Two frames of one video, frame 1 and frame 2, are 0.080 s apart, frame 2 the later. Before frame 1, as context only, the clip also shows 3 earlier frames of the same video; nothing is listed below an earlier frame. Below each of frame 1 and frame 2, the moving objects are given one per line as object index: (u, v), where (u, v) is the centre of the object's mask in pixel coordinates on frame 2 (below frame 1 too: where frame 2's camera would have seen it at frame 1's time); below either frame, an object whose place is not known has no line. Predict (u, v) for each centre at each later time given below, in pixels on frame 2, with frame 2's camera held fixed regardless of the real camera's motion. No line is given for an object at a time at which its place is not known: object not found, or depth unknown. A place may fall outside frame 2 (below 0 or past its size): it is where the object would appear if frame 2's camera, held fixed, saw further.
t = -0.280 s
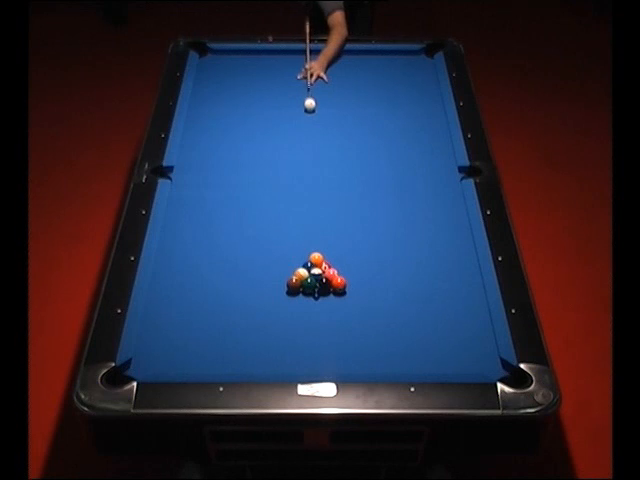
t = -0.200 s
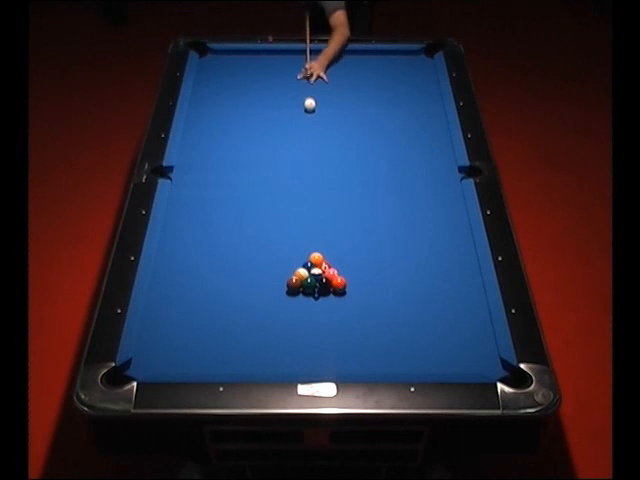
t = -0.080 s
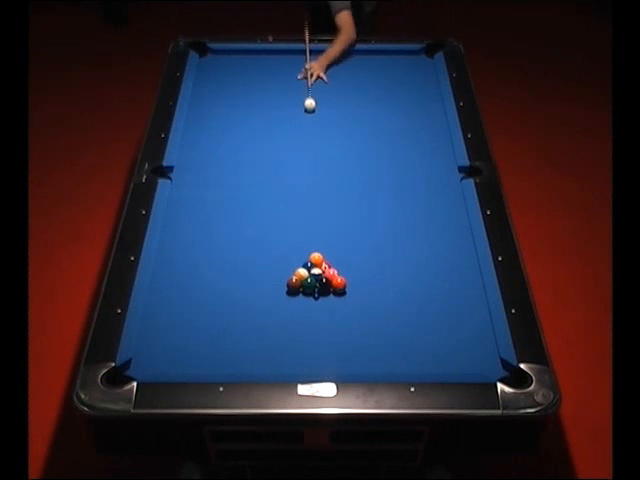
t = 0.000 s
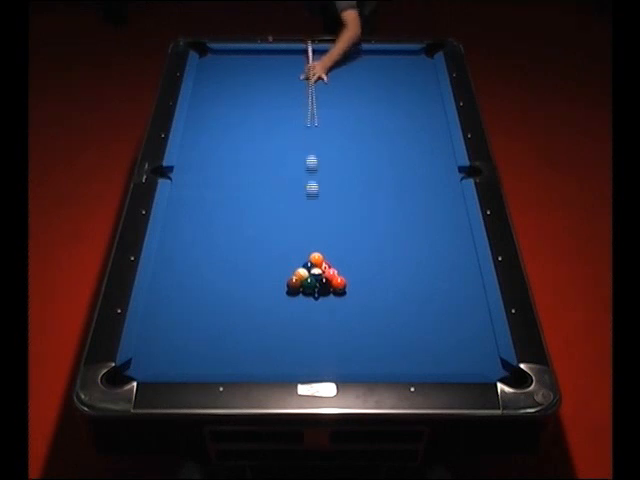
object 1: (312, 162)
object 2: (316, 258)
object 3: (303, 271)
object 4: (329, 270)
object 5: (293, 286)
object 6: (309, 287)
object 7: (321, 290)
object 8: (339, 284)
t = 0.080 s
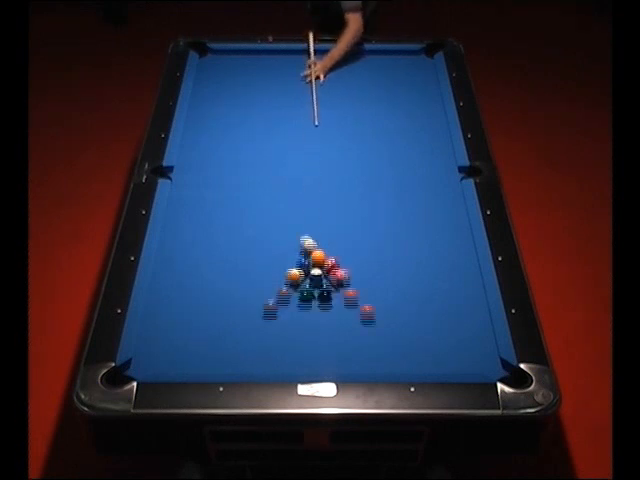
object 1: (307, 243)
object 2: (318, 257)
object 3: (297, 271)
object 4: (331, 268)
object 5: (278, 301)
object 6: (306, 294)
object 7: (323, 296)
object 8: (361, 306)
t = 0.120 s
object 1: (298, 238)
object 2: (320, 255)
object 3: (284, 276)
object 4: (340, 261)
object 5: (244, 337)
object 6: (301, 309)
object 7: (325, 311)
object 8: (402, 348)
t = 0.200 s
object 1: (280, 224)
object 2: (325, 248)
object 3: (267, 275)
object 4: (356, 252)
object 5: (199, 357)
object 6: (293, 340)
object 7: (328, 340)
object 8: (442, 341)
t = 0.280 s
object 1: (265, 212)
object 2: (329, 244)
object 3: (252, 275)
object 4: (370, 244)
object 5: (179, 316)
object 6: (284, 365)
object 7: (331, 365)
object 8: (462, 297)
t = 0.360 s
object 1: (252, 201)
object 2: (333, 239)
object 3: (236, 276)
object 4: (383, 236)
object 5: (160, 281)
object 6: (281, 350)
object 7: (332, 352)
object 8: (464, 256)
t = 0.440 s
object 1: (240, 192)
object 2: (336, 234)
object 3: (221, 276)
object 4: (396, 229)
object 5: (175, 252)
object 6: (278, 332)
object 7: (332, 334)
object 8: (439, 227)
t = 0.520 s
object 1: (229, 184)
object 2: (340, 230)
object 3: (206, 276)
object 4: (408, 221)
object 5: (196, 229)
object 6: (275, 319)
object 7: (333, 319)
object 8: (415, 200)
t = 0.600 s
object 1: (218, 176)
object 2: (343, 226)
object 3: (191, 276)
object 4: (420, 214)
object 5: (212, 210)
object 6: (272, 304)
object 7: (334, 305)
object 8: (396, 177)
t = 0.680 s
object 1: (207, 168)
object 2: (347, 221)
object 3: (176, 277)
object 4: (432, 207)
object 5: (227, 192)
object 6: (270, 291)
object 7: (335, 292)
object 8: (381, 158)
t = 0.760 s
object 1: (197, 160)
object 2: (351, 217)
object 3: (161, 277)
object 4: (443, 201)
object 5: (241, 175)
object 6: (268, 279)
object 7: (335, 279)
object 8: (366, 138)
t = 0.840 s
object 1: (187, 153)
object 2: (354, 213)
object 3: (163, 276)
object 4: (455, 193)
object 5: (254, 160)
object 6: (265, 266)
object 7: (336, 266)
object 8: (351, 121)
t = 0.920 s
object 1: (189, 146)
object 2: (357, 209)
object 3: (172, 274)
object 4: (449, 188)
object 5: (266, 144)
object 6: (263, 255)
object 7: (337, 254)
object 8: (339, 106)
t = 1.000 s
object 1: (196, 141)
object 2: (360, 205)
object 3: (179, 273)
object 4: (442, 183)
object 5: (279, 130)
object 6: (261, 244)
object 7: (338, 243)
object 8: (326, 90)
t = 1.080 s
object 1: (202, 136)
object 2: (363, 202)
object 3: (187, 271)
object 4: (435, 178)
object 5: (289, 117)
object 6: (259, 233)
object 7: (339, 232)
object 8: (314, 76)
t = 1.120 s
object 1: (205, 134)
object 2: (365, 200)
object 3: (190, 270)
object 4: (432, 176)
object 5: (295, 110)
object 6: (258, 227)
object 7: (339, 227)
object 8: (309, 69)
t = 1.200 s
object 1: (212, 129)
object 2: (367, 196)
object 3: (198, 268)
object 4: (425, 171)
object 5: (305, 98)
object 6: (256, 218)
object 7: (339, 217)
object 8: (298, 55)
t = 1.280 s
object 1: (217, 124)
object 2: (370, 193)
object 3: (205, 267)
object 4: (419, 166)
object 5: (315, 86)
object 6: (254, 208)
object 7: (340, 207)
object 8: (283, 57)
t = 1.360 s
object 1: (223, 120)
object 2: (373, 190)
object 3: (211, 265)
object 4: (413, 162)
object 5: (324, 75)
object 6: (252, 198)
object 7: (341, 197)
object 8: (265, 68)
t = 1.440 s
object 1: (229, 115)
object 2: (376, 186)
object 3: (218, 263)
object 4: (407, 158)
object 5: (333, 64)
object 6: (251, 189)
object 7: (341, 188)
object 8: (248, 76)
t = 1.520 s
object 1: (234, 111)
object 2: (378, 183)
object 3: (224, 262)
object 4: (400, 153)
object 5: (342, 54)
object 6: (248, 180)
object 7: (342, 178)
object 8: (229, 85)
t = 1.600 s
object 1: (240, 107)
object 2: (381, 180)
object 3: (231, 260)
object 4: (395, 149)
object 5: (355, 58)
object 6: (247, 172)
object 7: (342, 170)
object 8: (210, 93)
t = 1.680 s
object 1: (245, 103)
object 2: (384, 177)
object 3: (236, 259)
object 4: (389, 145)
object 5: (369, 65)
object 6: (246, 164)
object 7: (343, 162)
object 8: (195, 100)
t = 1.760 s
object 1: (250, 98)
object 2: (386, 174)
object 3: (243, 258)
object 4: (384, 141)
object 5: (384, 72)
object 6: (244, 156)
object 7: (344, 154)
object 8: (206, 108)
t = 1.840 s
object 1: (255, 95)
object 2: (388, 171)
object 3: (248, 257)
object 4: (378, 137)
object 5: (398, 78)
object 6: (242, 148)
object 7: (344, 146)
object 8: (215, 116)
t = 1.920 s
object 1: (259, 91)
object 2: (391, 169)
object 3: (254, 256)
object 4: (373, 133)
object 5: (413, 84)
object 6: (241, 140)
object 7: (345, 139)
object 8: (223, 125)
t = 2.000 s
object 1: (264, 87)
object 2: (393, 166)
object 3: (259, 254)
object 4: (368, 130)
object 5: (427, 89)
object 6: (245, 135)
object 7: (345, 131)
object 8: (227, 132)
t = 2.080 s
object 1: (269, 84)
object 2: (395, 164)
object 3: (265, 253)
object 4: (363, 126)
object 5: (433, 95)
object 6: (262, 134)
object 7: (346, 124)
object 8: (217, 135)
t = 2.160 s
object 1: (273, 80)
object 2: (398, 161)
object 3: (270, 251)
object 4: (358, 122)
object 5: (425, 102)
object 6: (277, 131)
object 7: (346, 117)
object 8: (209, 139)
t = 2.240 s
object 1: (278, 77)
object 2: (400, 159)
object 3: (275, 251)
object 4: (353, 119)
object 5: (418, 108)
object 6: (290, 129)
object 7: (347, 110)
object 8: (203, 144)
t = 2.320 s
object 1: (282, 73)
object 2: (401, 156)
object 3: (280, 249)
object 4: (348, 116)
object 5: (412, 114)
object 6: (302, 125)
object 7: (348, 103)
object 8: (196, 149)
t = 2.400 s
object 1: (286, 70)
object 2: (403, 154)
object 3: (285, 248)
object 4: (344, 112)
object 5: (406, 120)
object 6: (314, 124)
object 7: (348, 98)
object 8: (190, 153)
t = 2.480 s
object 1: (290, 67)
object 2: (406, 152)
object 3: (290, 247)
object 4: (339, 109)
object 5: (400, 127)
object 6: (327, 121)
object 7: (349, 92)
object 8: (184, 157)
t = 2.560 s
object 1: (294, 64)
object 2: (407, 150)
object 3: (294, 246)
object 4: (335, 105)
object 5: (393, 135)
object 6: (338, 118)
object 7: (349, 86)
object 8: (183, 162)
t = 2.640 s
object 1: (297, 61)
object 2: (409, 148)
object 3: (298, 245)
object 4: (331, 103)
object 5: (386, 141)
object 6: (350, 116)
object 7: (349, 81)
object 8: (185, 168)
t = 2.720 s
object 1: (301, 58)
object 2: (411, 146)
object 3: (303, 244)
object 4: (326, 100)
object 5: (380, 148)
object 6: (361, 113)
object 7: (350, 75)
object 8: (187, 173)
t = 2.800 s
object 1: (305, 55)
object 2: (413, 144)
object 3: (307, 243)
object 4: (322, 97)
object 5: (373, 155)
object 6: (372, 110)
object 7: (350, 70)
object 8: (188, 178)
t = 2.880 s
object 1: (309, 52)
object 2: (414, 142)
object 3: (311, 242)
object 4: (318, 95)
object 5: (366, 162)
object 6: (384, 109)
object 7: (350, 65)
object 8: (190, 184)
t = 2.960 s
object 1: (311, 52)
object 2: (416, 140)
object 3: (315, 241)
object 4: (314, 92)
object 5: (359, 169)
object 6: (394, 107)
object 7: (351, 59)
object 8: (192, 189)
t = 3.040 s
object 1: (314, 54)
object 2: (417, 138)
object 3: (318, 240)
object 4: (311, 89)
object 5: (352, 176)
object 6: (405, 103)
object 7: (351, 55)
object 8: (193, 195)
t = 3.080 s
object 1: (315, 54)
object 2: (418, 137)
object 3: (320, 240)
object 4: (309, 88)
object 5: (349, 181)
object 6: (410, 103)
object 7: (352, 54)
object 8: (194, 197)
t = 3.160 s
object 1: (317, 56)
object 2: (420, 136)
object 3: (324, 239)
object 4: (305, 85)
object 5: (342, 188)
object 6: (421, 100)
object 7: (352, 56)
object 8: (196, 203)
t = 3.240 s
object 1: (320, 57)
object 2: (421, 134)
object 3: (327, 239)
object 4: (301, 83)
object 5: (334, 196)
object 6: (430, 98)
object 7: (352, 59)
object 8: (197, 208)
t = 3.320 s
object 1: (322, 58)
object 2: (423, 133)
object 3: (330, 238)
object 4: (298, 80)
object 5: (327, 203)
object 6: (434, 97)
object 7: (353, 62)
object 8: (199, 214)
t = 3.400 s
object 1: (324, 60)
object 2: (424, 131)
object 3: (334, 237)
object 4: (295, 78)
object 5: (319, 211)
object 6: (427, 95)
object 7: (353, 63)
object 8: (201, 219)
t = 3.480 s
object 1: (327, 61)
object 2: (425, 130)
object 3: (337, 236)
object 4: (291, 76)
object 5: (311, 219)
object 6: (422, 95)
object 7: (354, 67)
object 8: (202, 225)
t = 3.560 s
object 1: (329, 62)
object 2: (427, 128)
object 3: (339, 236)
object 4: (288, 74)
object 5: (303, 227)
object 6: (417, 93)
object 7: (354, 69)
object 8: (204, 230)
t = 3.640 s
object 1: (331, 64)
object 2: (428, 126)
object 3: (342, 235)
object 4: (285, 71)
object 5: (295, 235)
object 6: (412, 92)
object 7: (354, 71)
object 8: (206, 236)
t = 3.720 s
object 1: (333, 65)
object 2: (429, 125)
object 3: (345, 234)
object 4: (282, 70)
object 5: (288, 243)
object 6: (407, 91)
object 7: (354, 74)
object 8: (207, 241)
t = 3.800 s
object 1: (335, 66)
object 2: (430, 124)
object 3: (347, 234)
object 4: (279, 67)
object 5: (279, 252)
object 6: (402, 90)
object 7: (355, 77)
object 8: (209, 247)
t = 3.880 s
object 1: (337, 67)
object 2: (431, 123)
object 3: (350, 233)
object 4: (277, 65)
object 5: (271, 261)
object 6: (397, 89)
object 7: (355, 79)
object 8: (211, 252)
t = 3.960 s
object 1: (339, 68)
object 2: (432, 122)
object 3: (352, 233)
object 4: (274, 63)
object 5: (263, 269)
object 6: (392, 88)
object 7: (355, 81)
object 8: (212, 257)
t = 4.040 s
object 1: (341, 69)
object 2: (433, 121)
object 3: (354, 232)
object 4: (271, 61)
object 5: (255, 278)
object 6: (388, 87)
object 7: (356, 84)
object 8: (214, 263)
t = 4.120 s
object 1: (342, 71)
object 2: (434, 120)
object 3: (356, 232)
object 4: (268, 59)
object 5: (246, 287)
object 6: (383, 86)
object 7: (356, 86)
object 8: (215, 268)
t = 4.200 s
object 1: (344, 72)
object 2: (435, 118)
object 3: (358, 232)
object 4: (266, 57)
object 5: (237, 297)
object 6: (379, 85)
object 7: (356, 88)
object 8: (217, 273)
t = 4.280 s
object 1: (346, 73)
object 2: (436, 117)
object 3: (360, 231)
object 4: (263, 55)
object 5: (228, 306)
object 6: (375, 84)
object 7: (356, 91)
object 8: (219, 279)
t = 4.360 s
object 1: (347, 74)
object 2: (437, 117)
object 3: (361, 231)
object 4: (261, 54)
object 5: (219, 315)
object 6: (371, 84)
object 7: (357, 93)
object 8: (220, 284)
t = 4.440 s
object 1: (349, 75)
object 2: (438, 116)
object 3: (363, 231)
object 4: (258, 53)
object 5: (210, 324)
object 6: (367, 82)
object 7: (358, 94)
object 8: (222, 289)
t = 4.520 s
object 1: (350, 76)
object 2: (439, 115)
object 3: (364, 230)
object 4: (257, 54)
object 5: (201, 333)
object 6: (363, 81)
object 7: (358, 97)
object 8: (223, 295)
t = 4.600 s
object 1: (349, 76)
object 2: (440, 114)
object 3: (365, 230)
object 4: (254, 54)
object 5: (191, 343)
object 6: (361, 81)
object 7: (359, 99)
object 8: (225, 301)
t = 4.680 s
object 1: (347, 76)
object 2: (440, 114)
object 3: (367, 230)
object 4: (252, 55)
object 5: (182, 353)
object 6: (361, 81)
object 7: (359, 101)
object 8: (226, 306)
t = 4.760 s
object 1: (345, 75)
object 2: (439, 113)
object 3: (368, 230)
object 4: (251, 56)
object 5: (172, 361)
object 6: (361, 81)
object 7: (359, 103)
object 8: (228, 311)
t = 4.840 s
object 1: (343, 75)
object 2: (439, 113)
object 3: (369, 230)
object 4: (249, 56)
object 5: (163, 365)
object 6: (361, 82)
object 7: (360, 105)
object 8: (229, 317)
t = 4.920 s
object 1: (342, 75)
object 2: (438, 112)
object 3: (370, 229)
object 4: (247, 57)
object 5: (155, 362)
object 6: (362, 82)
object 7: (360, 106)
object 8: (231, 322)
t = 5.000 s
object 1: (340, 75)
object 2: (438, 112)
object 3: (370, 229)
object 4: (246, 57)
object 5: (148, 358)
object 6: (362, 82)
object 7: (361, 109)
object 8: (232, 327)
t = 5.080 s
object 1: (338, 75)
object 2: (438, 112)
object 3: (371, 229)
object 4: (245, 58)
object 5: (142, 352)
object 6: (362, 82)
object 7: (361, 111)
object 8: (234, 332)
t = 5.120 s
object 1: (337, 75)
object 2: (438, 111)
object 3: (371, 229)
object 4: (244, 58)
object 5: (144, 351)
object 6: (361, 82)
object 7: (361, 111)
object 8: (234, 335)
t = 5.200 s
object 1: (336, 74)
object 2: (437, 111)
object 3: (372, 229)
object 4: (242, 59)
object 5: (149, 345)
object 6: (362, 82)
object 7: (362, 113)
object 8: (236, 340)
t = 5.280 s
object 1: (335, 74)
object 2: (437, 111)
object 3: (372, 229)
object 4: (241, 59)
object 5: (155, 341)
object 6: (361, 82)
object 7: (362, 115)
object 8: (238, 346)
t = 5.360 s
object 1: (333, 74)
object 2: (437, 111)
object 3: (372, 229)
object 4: (240, 60)
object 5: (160, 336)
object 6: (361, 82)
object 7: (363, 117)
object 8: (239, 351)
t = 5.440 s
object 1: (332, 74)
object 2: (437, 111)
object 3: (372, 229)
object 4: (239, 60)
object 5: (165, 332)
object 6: (362, 82)
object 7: (363, 118)
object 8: (240, 356)
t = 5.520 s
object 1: (331, 74)
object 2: (437, 111)
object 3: (372, 229)
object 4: (238, 61)
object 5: (170, 327)
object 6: (361, 82)
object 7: (363, 120)
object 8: (242, 360)
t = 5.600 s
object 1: (330, 74)
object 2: (436, 111)
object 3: (372, 229)
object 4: (237, 61)
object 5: (175, 323)
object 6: (361, 82)
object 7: (363, 121)
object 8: (244, 364)
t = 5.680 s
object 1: (329, 74)
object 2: (437, 111)
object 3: (373, 229)
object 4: (236, 61)
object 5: (180, 318)
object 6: (361, 82)
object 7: (364, 122)
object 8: (246, 365)
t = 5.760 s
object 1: (328, 74)
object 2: (436, 111)
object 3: (373, 229)
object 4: (235, 62)
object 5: (184, 314)
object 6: (361, 82)
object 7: (364, 124)
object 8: (249, 364)
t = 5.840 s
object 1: (328, 73)
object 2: (436, 111)
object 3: (373, 229)
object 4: (235, 62)
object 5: (188, 311)
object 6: (361, 82)
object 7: (364, 125)
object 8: (252, 362)
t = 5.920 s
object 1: (327, 73)
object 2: (436, 111)
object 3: (373, 229)
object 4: (234, 62)
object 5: (192, 307)
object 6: (361, 82)
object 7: (365, 127)
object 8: (255, 360)
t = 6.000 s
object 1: (327, 74)
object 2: (436, 111)
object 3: (373, 229)
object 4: (233, 62)
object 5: (197, 303)
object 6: (361, 82)
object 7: (365, 128)
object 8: (258, 358)
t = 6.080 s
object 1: (326, 73)
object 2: (436, 111)
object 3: (373, 229)
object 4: (233, 63)
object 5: (200, 300)
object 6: (361, 82)
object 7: (366, 129)
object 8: (261, 356)
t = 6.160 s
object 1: (326, 73)
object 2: (436, 111)
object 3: (373, 229)
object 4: (232, 63)
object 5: (204, 297)
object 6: (361, 82)
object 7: (366, 130)
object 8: (263, 354)
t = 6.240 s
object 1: (326, 73)
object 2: (436, 111)
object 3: (373, 229)
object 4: (232, 63)
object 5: (208, 292)
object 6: (361, 82)
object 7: (367, 131)
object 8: (266, 352)
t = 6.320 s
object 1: (326, 73)
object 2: (436, 111)
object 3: (373, 229)
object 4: (232, 64)
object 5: (211, 290)
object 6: (361, 82)
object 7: (367, 132)
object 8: (268, 350)
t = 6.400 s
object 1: (326, 73)
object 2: (436, 111)
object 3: (373, 229)
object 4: (231, 64)
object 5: (215, 286)
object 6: (361, 82)
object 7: (367, 133)
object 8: (271, 349)
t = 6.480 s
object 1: (326, 73)
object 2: (436, 111)
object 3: (373, 229)
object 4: (231, 64)
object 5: (218, 283)
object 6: (361, 82)
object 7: (367, 135)
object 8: (272, 347)
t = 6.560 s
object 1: (326, 73)
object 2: (436, 111)
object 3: (373, 229)
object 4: (231, 64)
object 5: (222, 280)
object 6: (361, 82)
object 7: (367, 135)
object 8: (275, 346)
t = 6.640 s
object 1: (326, 73)
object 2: (436, 111)
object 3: (373, 228)
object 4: (231, 64)
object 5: (225, 278)
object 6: (361, 82)
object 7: (367, 136)
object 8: (277, 344)
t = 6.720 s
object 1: (326, 73)
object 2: (437, 111)
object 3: (373, 228)
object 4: (232, 64)
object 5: (228, 275)
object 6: (361, 82)
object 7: (367, 137)
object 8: (279, 343)
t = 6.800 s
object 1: (326, 73)
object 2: (437, 111)
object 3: (373, 228)
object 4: (232, 64)
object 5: (231, 272)
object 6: (361, 82)
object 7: (367, 138)
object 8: (280, 342)
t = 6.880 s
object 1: (326, 73)
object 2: (436, 111)
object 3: (373, 228)
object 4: (232, 64)
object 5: (233, 270)
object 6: (361, 82)
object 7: (367, 138)
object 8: (282, 340)
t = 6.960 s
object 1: (326, 73)
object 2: (436, 111)
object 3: (373, 228)
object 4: (232, 64)
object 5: (236, 267)
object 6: (361, 82)
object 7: (367, 139)
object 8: (283, 339)
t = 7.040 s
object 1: (326, 74)
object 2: (436, 111)
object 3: (373, 228)
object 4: (232, 64)
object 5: (238, 265)
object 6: (361, 82)
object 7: (367, 140)
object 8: (285, 339)
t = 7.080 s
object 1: (326, 74)
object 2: (436, 111)
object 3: (373, 228)
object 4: (232, 64)
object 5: (240, 264)
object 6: (361, 82)
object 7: (367, 140)
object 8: (286, 338)
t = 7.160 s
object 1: (326, 74)
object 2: (436, 111)
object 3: (373, 228)
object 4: (232, 64)
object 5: (242, 262)
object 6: (361, 82)
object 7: (367, 140)
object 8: (287, 337)
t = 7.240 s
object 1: (326, 74)
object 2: (436, 111)
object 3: (373, 229)
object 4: (232, 64)
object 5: (245, 260)
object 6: (361, 82)
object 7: (367, 141)
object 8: (288, 337)
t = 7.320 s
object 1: (326, 74)
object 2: (436, 111)
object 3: (373, 228)
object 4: (232, 64)
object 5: (247, 258)
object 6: (361, 82)
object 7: (367, 141)
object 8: (289, 336)
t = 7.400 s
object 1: (326, 74)
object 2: (436, 111)
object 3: (373, 228)
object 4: (232, 64)
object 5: (249, 256)
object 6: (361, 82)
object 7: (366, 141)
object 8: (290, 335)
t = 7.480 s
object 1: (326, 74)
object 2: (436, 111)
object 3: (373, 228)
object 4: (232, 64)
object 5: (251, 254)
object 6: (361, 82)
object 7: (366, 141)
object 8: (291, 335)
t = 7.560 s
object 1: (326, 74)
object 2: (436, 111)
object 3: (373, 228)
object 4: (232, 64)
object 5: (253, 252)
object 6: (361, 82)
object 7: (366, 141)
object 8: (292, 334)
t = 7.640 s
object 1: (326, 74)
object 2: (436, 111)
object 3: (373, 228)
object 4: (232, 64)
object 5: (255, 250)
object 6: (361, 82)
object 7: (366, 142)
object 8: (293, 334)
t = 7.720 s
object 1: (326, 74)
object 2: (436, 111)
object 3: (373, 228)
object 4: (232, 64)
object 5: (257, 248)
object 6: (361, 82)
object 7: (366, 142)
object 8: (293, 333)
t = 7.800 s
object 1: (326, 74)
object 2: (436, 111)
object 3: (372, 229)
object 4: (232, 64)
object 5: (259, 247)
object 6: (361, 82)
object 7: (365, 142)
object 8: (294, 333)
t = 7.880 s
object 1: (326, 73)
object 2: (436, 111)
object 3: (373, 228)
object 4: (232, 64)
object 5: (260, 246)
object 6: (361, 82)
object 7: (365, 142)
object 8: (294, 333)
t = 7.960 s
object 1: (326, 73)
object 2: (436, 111)
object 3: (373, 228)
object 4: (232, 64)
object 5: (262, 244)
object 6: (361, 82)
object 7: (365, 142)
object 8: (295, 333)
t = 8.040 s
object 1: (326, 73)
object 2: (436, 111)
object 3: (373, 228)
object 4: (232, 64)
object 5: (264, 243)
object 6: (361, 82)
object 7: (365, 142)
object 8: (295, 333)
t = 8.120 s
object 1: (326, 73)
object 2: (436, 111)
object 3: (373, 228)
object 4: (232, 64)
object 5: (265, 241)
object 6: (361, 82)
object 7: (365, 142)
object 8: (295, 333)
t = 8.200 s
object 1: (326, 73)
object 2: (436, 111)
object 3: (373, 228)
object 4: (232, 64)
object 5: (266, 240)
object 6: (361, 82)
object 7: (365, 142)
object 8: (295, 333)
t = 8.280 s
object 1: (326, 73)
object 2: (436, 111)
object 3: (373, 228)
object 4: (232, 64)
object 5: (268, 239)
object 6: (361, 82)
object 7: (365, 142)
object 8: (295, 333)
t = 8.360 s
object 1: (326, 73)
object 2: (436, 111)
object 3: (373, 228)
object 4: (232, 64)
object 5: (269, 238)
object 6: (361, 82)
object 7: (365, 142)
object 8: (295, 333)
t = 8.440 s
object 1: (326, 74)
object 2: (436, 111)
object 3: (373, 228)
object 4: (232, 64)
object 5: (270, 237)
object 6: (361, 82)
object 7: (365, 142)
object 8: (295, 333)
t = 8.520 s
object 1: (326, 73)
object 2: (436, 111)
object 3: (373, 228)
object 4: (232, 64)
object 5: (271, 236)
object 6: (361, 82)
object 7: (365, 142)
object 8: (295, 333)
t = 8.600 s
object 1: (326, 74)
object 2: (436, 111)
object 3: (373, 228)
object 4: (232, 64)
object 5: (272, 235)
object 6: (361, 82)
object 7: (365, 142)
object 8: (295, 333)
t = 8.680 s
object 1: (326, 74)
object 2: (436, 111)
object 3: (372, 229)
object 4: (232, 64)
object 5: (272, 235)
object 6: (361, 82)
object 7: (365, 142)
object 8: (295, 333)
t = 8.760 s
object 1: (326, 74)
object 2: (436, 111)
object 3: (373, 228)
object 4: (232, 64)
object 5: (273, 234)
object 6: (361, 82)
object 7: (365, 142)
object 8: (295, 333)
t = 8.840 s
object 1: (326, 73)
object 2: (436, 111)
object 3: (373, 228)
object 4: (232, 64)
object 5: (274, 233)
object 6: (361, 82)
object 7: (365, 142)
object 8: (295, 333)
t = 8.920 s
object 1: (326, 73)
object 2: (436, 111)
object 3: (373, 228)
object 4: (232, 64)
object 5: (274, 233)
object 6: (361, 82)
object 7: (365, 142)
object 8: (295, 333)
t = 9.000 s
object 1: (326, 73)
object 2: (436, 111)
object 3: (373, 228)
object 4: (232, 64)
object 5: (275, 232)
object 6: (361, 82)
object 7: (365, 142)
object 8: (295, 333)
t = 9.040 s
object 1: (326, 74)
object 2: (436, 111)
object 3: (372, 229)
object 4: (232, 64)
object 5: (275, 232)
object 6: (361, 82)
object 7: (365, 142)
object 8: (295, 333)
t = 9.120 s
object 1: (326, 73)
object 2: (436, 111)
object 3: (373, 228)
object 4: (232, 64)
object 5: (276, 232)
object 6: (361, 82)
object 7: (365, 142)
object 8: (295, 333)
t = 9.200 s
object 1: (326, 74)
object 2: (436, 111)
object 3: (373, 228)
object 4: (232, 64)
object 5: (276, 231)
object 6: (361, 82)
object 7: (365, 142)
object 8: (295, 333)
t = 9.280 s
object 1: (326, 73)
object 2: (436, 111)
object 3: (373, 228)
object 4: (232, 64)
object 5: (276, 230)
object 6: (361, 82)
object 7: (365, 142)
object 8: (295, 333)
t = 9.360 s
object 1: (326, 73)
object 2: (436, 111)
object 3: (373, 228)
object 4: (232, 64)
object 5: (276, 230)
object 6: (361, 82)
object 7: (365, 142)
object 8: (295, 333)
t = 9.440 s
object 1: (326, 73)
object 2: (436, 111)
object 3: (373, 228)
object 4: (231, 64)
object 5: (276, 230)
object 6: (361, 82)
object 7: (365, 142)
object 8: (295, 333)
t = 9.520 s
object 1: (326, 73)
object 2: (436, 111)
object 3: (373, 229)
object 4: (232, 64)
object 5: (276, 230)
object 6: (361, 82)
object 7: (365, 142)
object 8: (295, 333)
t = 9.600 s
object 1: (326, 73)
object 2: (436, 111)
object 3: (373, 228)
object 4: (231, 64)
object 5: (276, 230)
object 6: (361, 82)
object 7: (365, 142)
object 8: (295, 333)
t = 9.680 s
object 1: (326, 73)
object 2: (436, 111)
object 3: (373, 228)
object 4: (231, 64)
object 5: (276, 230)
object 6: (361, 82)
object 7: (365, 142)
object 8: (295, 333)
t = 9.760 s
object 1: (326, 73)
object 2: (436, 111)
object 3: (373, 228)
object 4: (231, 64)
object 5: (276, 230)
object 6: (361, 82)
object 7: (365, 142)
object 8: (295, 333)
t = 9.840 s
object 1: (326, 73)
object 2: (436, 111)
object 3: (373, 228)
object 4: (231, 64)
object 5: (276, 230)
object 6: (361, 82)
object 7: (365, 142)
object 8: (295, 333)
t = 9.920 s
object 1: (326, 73)
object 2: (436, 111)
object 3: (373, 228)
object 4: (231, 64)
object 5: (276, 230)
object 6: (361, 82)
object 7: (365, 142)
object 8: (295, 333)
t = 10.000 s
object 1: (326, 73)
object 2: (436, 111)
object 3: (373, 228)
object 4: (231, 64)
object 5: (276, 230)
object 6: (361, 82)
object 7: (365, 142)
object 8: (295, 333)
